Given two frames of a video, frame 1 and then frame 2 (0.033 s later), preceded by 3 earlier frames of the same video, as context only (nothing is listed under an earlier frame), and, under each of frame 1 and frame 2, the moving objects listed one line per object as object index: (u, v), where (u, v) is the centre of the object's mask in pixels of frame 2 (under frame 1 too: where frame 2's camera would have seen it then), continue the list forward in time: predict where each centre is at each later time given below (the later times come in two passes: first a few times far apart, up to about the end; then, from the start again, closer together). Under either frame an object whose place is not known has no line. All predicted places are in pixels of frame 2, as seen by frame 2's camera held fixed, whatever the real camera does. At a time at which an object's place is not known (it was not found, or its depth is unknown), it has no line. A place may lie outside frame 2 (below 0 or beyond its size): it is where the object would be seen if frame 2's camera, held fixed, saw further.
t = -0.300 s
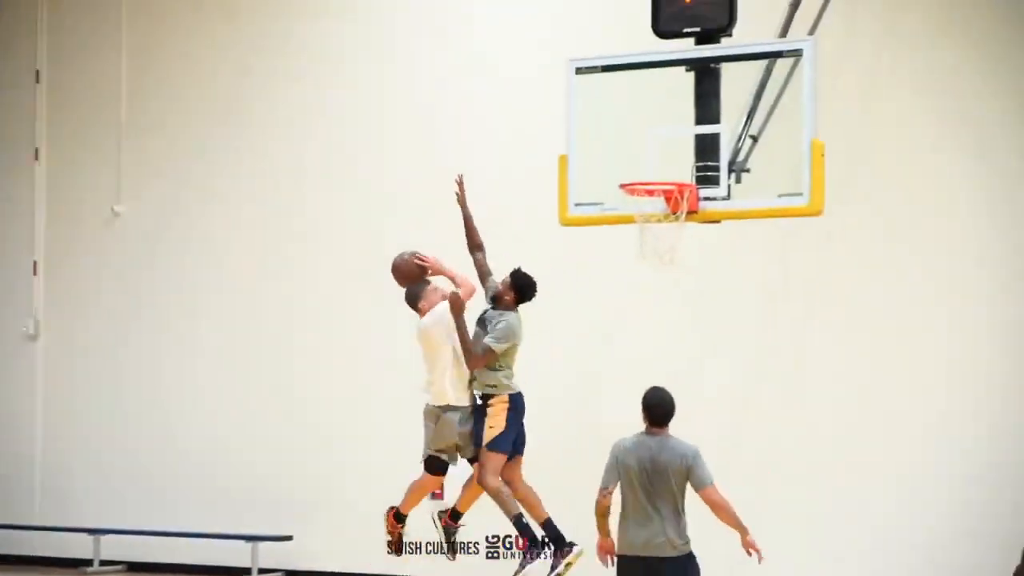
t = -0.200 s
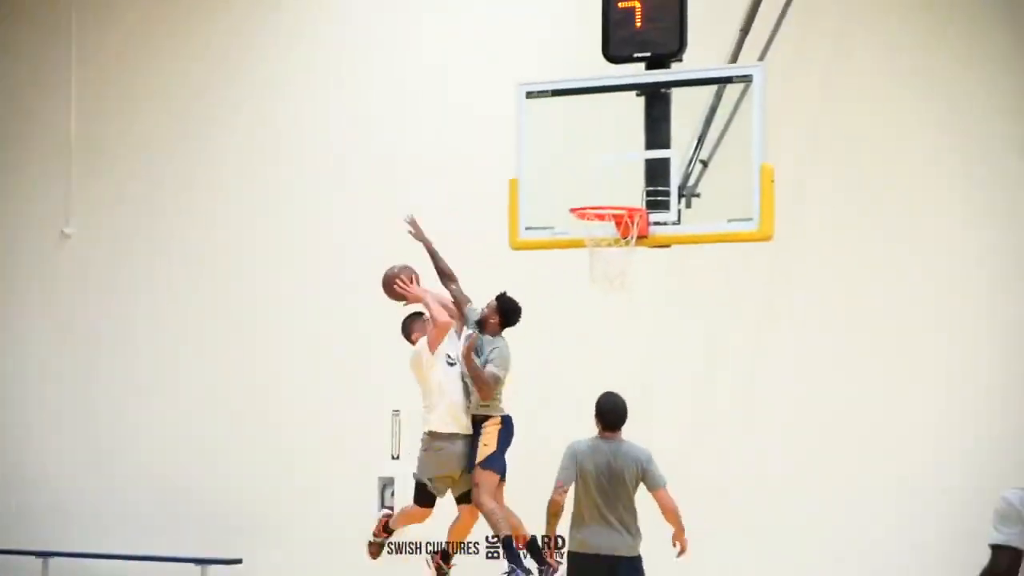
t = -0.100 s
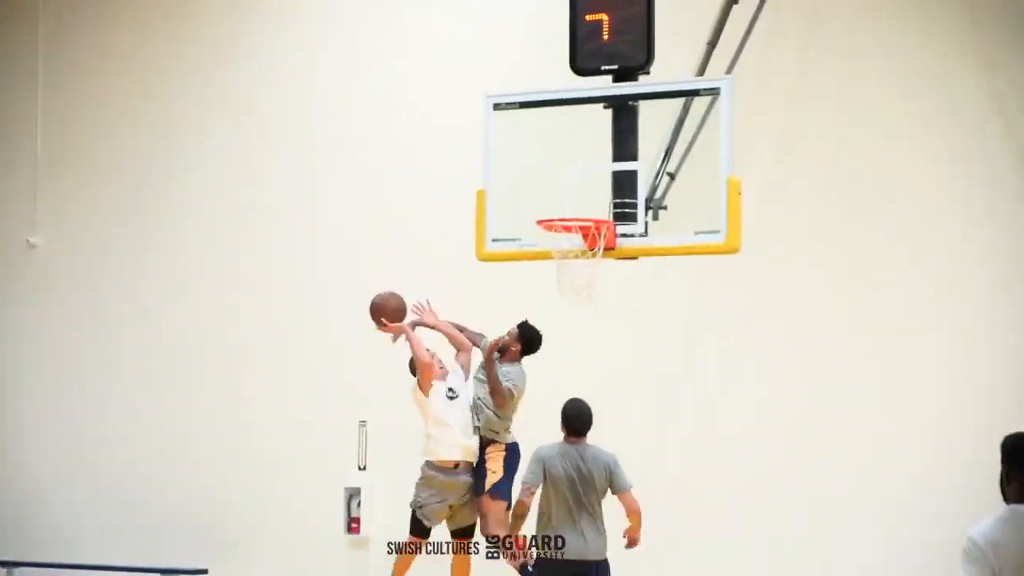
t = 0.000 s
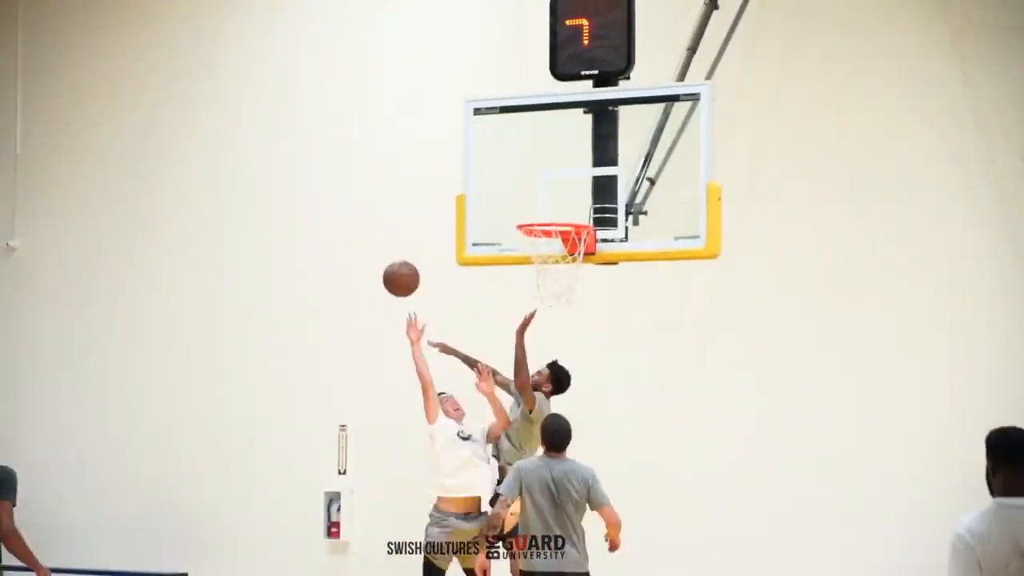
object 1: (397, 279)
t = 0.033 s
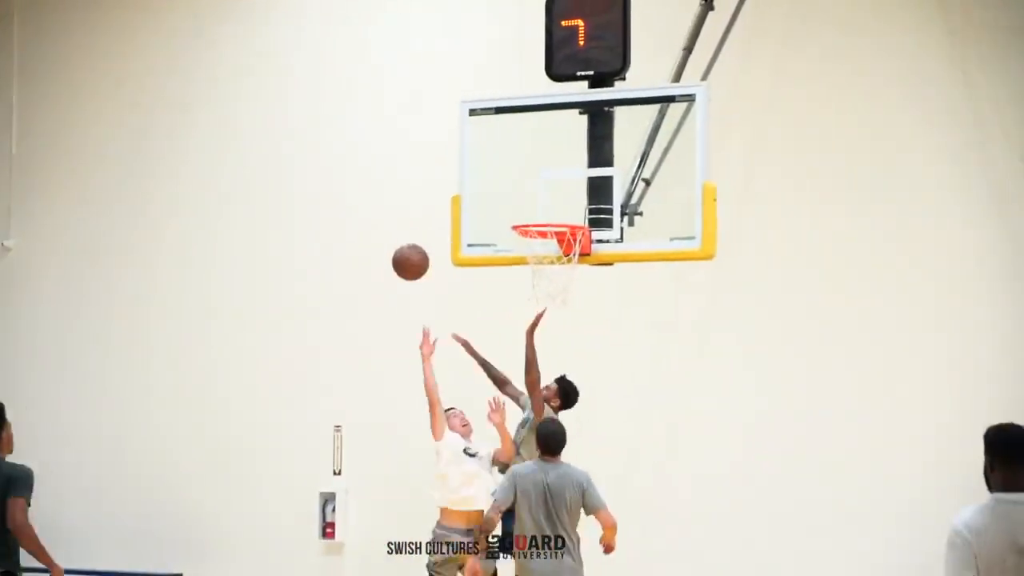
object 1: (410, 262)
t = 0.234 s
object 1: (493, 193)
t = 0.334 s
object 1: (523, 182)
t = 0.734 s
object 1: (546, 210)
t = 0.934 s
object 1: (566, 261)
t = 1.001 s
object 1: (566, 282)
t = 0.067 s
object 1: (424, 246)
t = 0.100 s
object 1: (438, 232)
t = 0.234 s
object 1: (493, 193)
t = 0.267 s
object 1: (506, 188)
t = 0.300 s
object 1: (519, 184)
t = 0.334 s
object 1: (523, 182)
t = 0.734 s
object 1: (546, 210)
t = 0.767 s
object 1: (551, 212)
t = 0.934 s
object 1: (566, 261)
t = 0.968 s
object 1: (565, 272)
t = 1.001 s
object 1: (566, 282)
